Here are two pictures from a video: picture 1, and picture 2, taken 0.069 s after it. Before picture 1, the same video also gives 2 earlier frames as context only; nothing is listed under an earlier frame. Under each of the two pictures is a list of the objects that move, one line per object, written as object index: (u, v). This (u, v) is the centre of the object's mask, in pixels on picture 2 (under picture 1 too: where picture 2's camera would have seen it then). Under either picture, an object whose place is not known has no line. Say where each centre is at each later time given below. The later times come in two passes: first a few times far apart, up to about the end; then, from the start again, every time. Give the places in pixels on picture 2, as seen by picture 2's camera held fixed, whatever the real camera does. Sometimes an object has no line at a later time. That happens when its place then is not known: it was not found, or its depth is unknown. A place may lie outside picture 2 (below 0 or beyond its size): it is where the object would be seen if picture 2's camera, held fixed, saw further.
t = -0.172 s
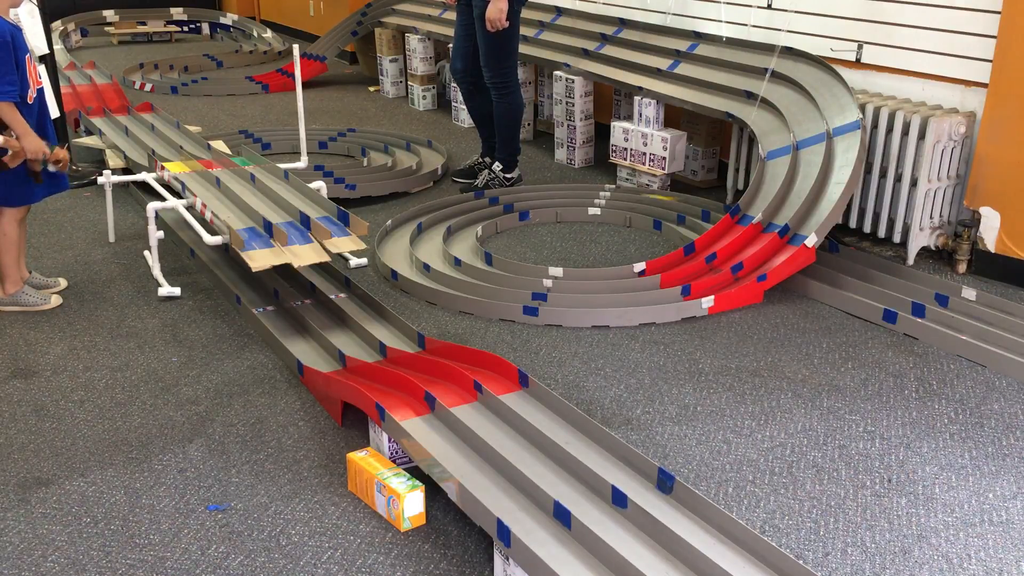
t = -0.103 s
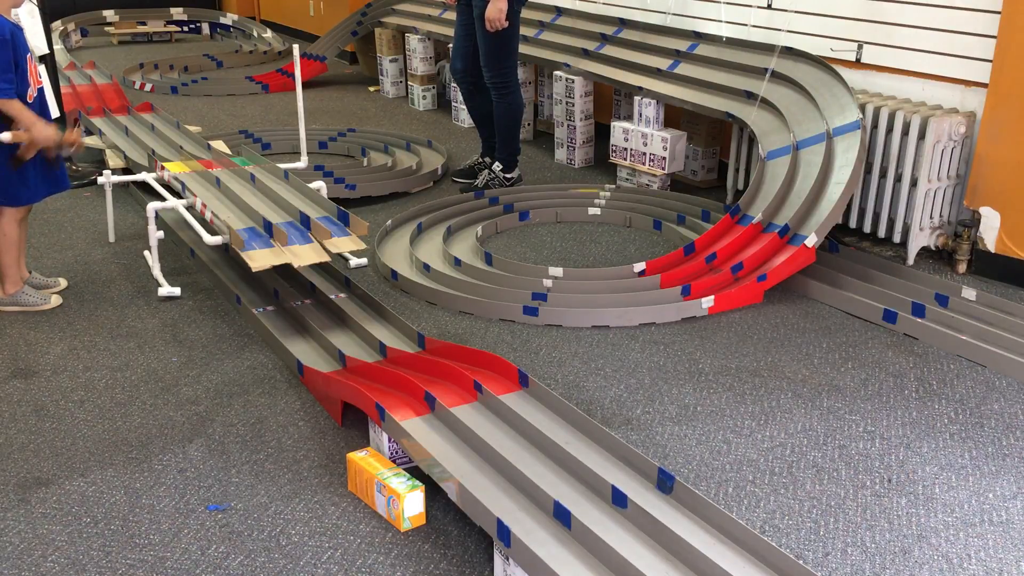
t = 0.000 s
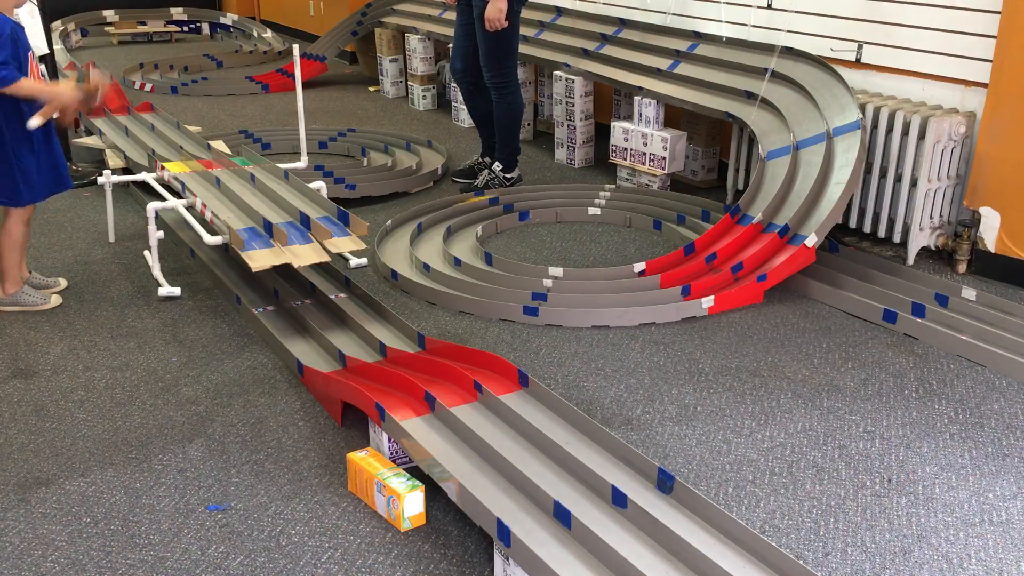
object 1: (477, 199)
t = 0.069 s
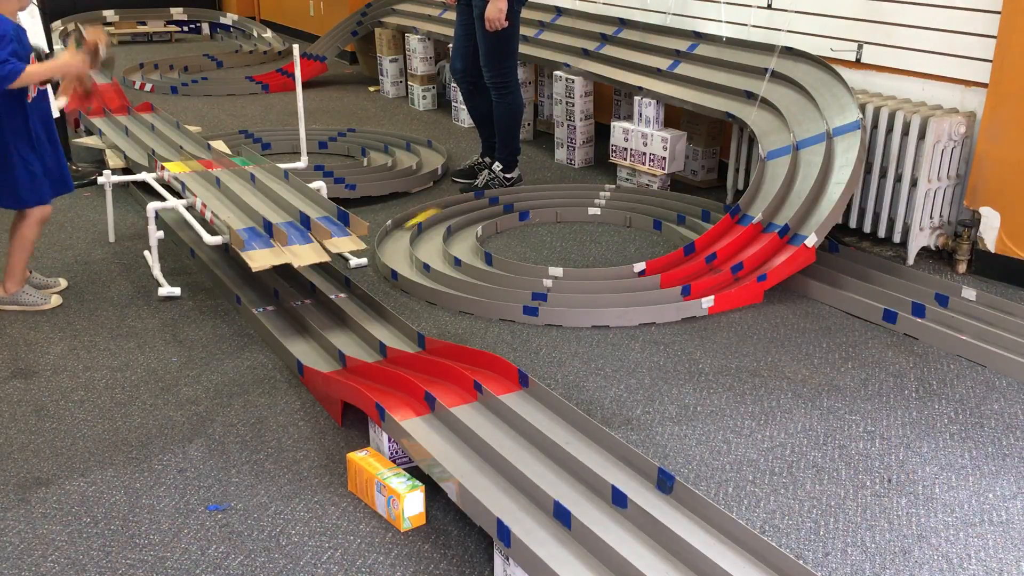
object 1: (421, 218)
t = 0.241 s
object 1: (422, 279)
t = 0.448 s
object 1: (681, 299)
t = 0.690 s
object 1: (845, 123)
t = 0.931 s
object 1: (745, 57)
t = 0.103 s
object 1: (404, 229)
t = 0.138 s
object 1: (395, 243)
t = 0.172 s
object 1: (394, 255)
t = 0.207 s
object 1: (403, 268)
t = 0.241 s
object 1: (422, 279)
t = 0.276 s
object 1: (453, 290)
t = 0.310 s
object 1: (490, 298)
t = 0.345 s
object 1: (538, 304)
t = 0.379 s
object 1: (590, 307)
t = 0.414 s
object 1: (638, 305)
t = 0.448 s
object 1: (681, 299)
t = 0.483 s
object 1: (725, 288)
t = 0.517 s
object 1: (758, 271)
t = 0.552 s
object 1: (786, 250)
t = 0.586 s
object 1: (812, 223)
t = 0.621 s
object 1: (830, 194)
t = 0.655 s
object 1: (846, 145)
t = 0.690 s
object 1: (845, 123)
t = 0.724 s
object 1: (839, 106)
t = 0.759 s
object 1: (828, 90)
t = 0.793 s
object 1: (816, 79)
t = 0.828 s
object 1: (801, 69)
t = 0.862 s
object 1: (783, 63)
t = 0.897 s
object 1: (765, 60)
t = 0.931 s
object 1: (745, 57)
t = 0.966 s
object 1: (727, 53)
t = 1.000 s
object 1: (707, 50)
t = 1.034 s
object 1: (691, 47)
